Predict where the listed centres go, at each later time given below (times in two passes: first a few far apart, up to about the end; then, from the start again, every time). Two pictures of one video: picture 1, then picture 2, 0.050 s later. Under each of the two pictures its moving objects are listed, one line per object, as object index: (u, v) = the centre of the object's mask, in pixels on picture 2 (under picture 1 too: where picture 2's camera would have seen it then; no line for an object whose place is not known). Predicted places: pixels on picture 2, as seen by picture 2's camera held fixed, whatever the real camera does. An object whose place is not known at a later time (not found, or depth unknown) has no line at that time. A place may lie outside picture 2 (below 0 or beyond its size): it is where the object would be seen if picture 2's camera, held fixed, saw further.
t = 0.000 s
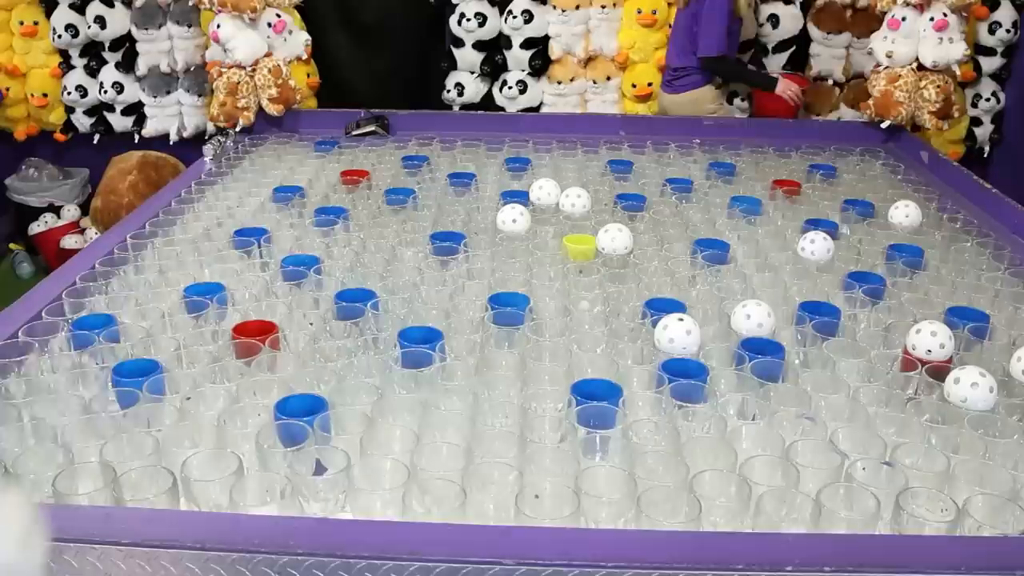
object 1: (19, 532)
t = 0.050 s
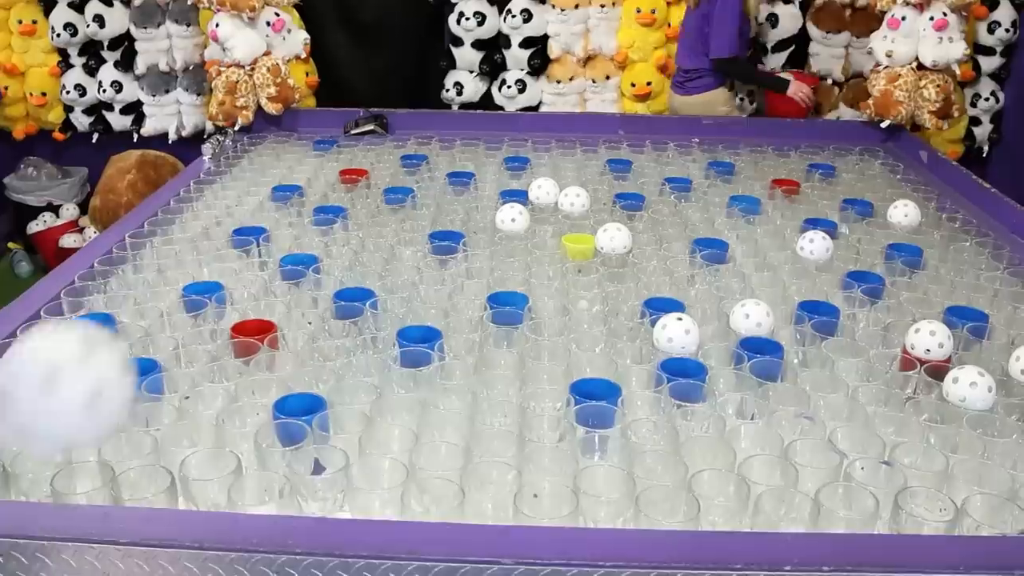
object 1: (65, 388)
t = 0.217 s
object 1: (291, 206)
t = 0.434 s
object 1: (432, 336)
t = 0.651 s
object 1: (440, 184)
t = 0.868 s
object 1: (443, 197)
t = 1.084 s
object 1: (452, 218)
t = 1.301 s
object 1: (467, 211)
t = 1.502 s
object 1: (505, 204)
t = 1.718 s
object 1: (549, 217)
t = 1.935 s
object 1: (586, 224)
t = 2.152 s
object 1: (580, 241)
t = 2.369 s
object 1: (580, 246)
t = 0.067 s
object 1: (93, 347)
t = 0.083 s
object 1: (121, 313)
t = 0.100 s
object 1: (147, 285)
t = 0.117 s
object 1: (172, 262)
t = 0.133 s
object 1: (195, 244)
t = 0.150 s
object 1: (217, 229)
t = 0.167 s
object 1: (238, 219)
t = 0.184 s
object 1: (258, 212)
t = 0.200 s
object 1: (275, 208)
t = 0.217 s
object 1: (291, 206)
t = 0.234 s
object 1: (307, 207)
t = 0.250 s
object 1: (321, 210)
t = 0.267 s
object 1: (335, 216)
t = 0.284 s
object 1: (348, 223)
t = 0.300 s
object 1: (360, 231)
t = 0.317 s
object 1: (371, 241)
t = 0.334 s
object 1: (381, 252)
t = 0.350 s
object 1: (391, 264)
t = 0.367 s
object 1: (400, 277)
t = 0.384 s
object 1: (409, 292)
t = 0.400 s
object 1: (417, 305)
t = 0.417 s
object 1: (424, 320)
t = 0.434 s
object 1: (432, 336)
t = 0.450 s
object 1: (438, 352)
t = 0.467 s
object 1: (443, 355)
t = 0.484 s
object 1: (442, 333)
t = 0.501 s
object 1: (442, 312)
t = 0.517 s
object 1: (441, 292)
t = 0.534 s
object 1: (441, 274)
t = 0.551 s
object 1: (441, 256)
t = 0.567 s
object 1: (441, 240)
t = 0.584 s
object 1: (441, 226)
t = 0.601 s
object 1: (440, 213)
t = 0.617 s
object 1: (441, 203)
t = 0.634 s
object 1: (441, 192)
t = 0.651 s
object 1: (440, 184)
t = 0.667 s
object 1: (440, 176)
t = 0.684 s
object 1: (440, 170)
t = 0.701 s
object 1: (440, 166)
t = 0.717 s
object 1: (440, 163)
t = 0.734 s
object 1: (440, 162)
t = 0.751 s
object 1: (440, 161)
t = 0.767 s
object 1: (440, 163)
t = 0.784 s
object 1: (441, 165)
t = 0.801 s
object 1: (441, 169)
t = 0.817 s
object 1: (442, 174)
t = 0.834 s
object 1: (442, 181)
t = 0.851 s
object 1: (442, 188)
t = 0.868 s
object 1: (443, 197)
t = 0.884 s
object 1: (443, 207)
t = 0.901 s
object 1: (443, 218)
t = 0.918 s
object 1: (444, 231)
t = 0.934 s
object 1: (444, 244)
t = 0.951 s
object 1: (445, 257)
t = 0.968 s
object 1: (445, 272)
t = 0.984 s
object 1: (446, 286)
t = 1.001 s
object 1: (447, 274)
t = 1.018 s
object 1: (448, 261)
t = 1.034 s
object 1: (449, 248)
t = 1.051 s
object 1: (450, 237)
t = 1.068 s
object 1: (451, 228)
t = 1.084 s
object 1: (452, 218)
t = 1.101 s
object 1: (453, 211)
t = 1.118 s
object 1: (454, 205)
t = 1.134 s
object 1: (456, 200)
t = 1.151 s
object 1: (457, 196)
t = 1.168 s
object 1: (458, 194)
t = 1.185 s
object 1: (459, 192)
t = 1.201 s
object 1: (460, 191)
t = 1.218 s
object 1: (461, 192)
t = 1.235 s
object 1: (463, 194)
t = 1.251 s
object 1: (464, 197)
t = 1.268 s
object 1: (464, 201)
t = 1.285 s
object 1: (466, 206)
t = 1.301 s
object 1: (467, 211)
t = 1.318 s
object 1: (468, 217)
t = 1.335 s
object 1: (469, 226)
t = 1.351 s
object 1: (470, 234)
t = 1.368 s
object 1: (473, 234)
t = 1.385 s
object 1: (477, 227)
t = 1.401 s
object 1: (480, 221)
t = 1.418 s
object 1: (484, 215)
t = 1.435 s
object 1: (489, 211)
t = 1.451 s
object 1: (493, 208)
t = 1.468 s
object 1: (497, 206)
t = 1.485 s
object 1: (501, 204)
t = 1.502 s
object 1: (505, 204)
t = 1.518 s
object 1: (509, 204)
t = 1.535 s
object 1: (513, 206)
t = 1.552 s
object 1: (517, 208)
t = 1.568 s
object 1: (523, 213)
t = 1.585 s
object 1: (526, 219)
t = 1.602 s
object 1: (530, 225)
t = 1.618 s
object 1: (533, 232)
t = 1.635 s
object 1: (536, 232)
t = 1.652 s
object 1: (540, 225)
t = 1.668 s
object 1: (542, 222)
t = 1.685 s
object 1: (544, 219)
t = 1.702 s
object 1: (547, 218)
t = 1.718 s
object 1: (549, 217)
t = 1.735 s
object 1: (551, 217)
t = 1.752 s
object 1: (554, 217)
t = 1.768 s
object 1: (557, 219)
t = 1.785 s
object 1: (560, 220)
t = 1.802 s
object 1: (563, 223)
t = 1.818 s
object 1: (565, 227)
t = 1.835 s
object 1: (568, 232)
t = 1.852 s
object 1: (571, 230)
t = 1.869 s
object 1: (575, 228)
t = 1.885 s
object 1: (578, 226)
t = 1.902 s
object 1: (582, 226)
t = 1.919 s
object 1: (585, 224)
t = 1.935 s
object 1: (586, 224)
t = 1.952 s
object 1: (587, 223)
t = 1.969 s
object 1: (587, 224)
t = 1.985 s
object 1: (588, 225)
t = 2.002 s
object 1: (587, 226)
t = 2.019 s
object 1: (587, 228)
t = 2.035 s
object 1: (586, 230)
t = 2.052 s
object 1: (585, 235)
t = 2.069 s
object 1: (584, 240)
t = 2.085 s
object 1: (583, 244)
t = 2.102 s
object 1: (580, 243)
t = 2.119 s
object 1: (579, 242)
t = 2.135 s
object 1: (580, 241)
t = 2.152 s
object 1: (580, 241)
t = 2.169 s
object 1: (581, 241)
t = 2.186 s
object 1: (582, 242)
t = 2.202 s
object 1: (582, 244)
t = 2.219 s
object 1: (581, 244)
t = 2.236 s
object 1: (579, 245)
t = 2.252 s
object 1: (580, 245)
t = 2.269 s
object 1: (580, 245)
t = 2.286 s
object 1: (581, 245)
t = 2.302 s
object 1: (581, 246)
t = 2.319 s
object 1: (580, 246)
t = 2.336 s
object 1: (580, 246)
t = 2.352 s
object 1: (580, 246)
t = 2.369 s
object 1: (580, 246)
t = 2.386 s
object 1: (580, 246)
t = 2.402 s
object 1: (581, 246)
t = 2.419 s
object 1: (581, 246)
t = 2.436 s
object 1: (581, 247)
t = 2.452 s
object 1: (581, 247)
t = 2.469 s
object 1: (581, 247)
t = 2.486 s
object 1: (581, 248)
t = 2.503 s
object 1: (581, 248)
